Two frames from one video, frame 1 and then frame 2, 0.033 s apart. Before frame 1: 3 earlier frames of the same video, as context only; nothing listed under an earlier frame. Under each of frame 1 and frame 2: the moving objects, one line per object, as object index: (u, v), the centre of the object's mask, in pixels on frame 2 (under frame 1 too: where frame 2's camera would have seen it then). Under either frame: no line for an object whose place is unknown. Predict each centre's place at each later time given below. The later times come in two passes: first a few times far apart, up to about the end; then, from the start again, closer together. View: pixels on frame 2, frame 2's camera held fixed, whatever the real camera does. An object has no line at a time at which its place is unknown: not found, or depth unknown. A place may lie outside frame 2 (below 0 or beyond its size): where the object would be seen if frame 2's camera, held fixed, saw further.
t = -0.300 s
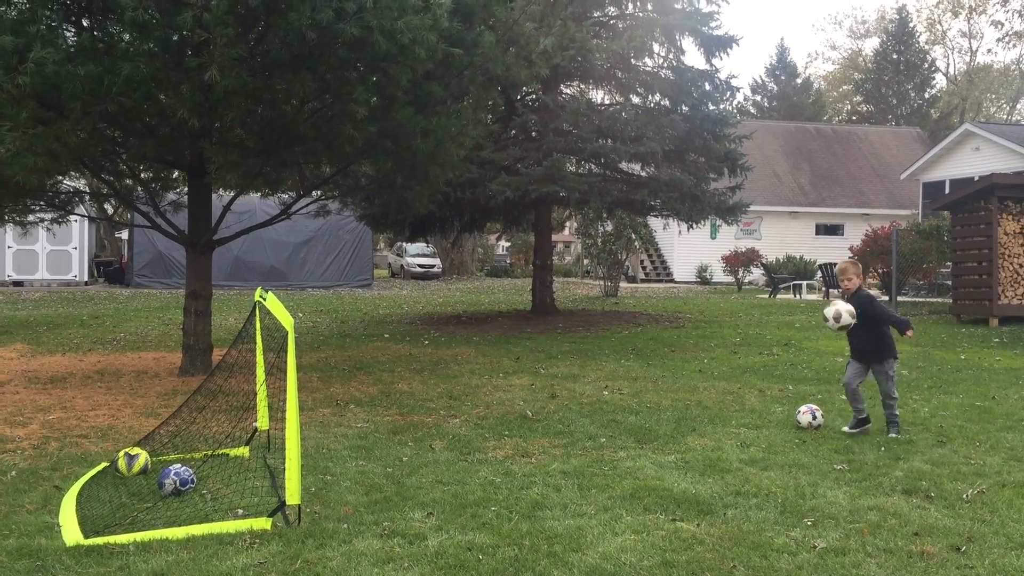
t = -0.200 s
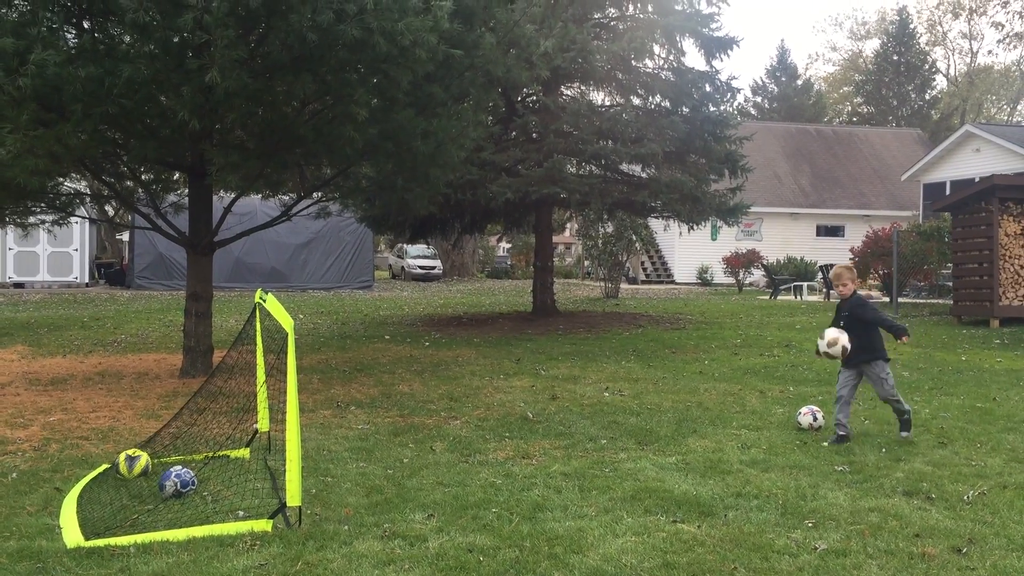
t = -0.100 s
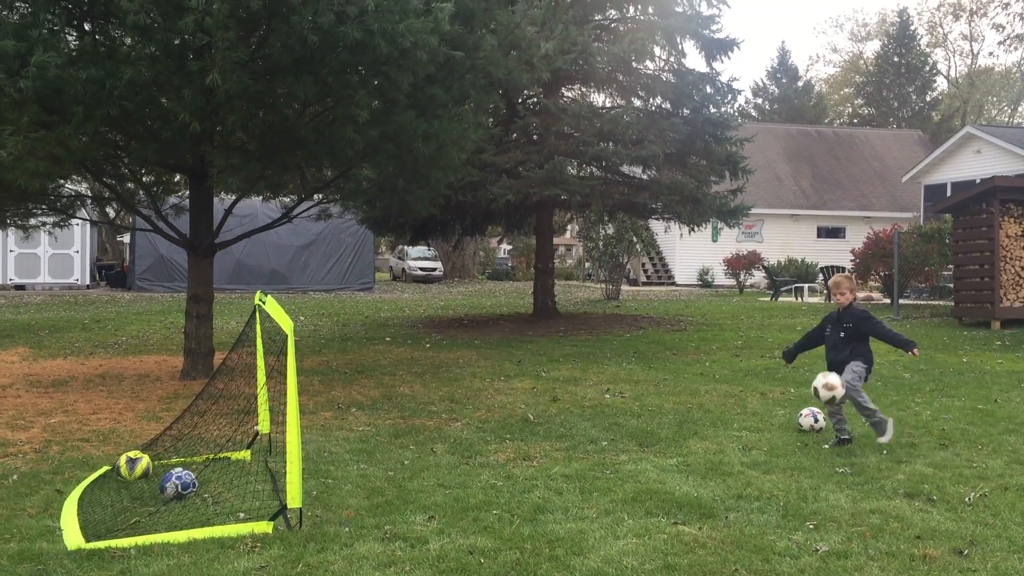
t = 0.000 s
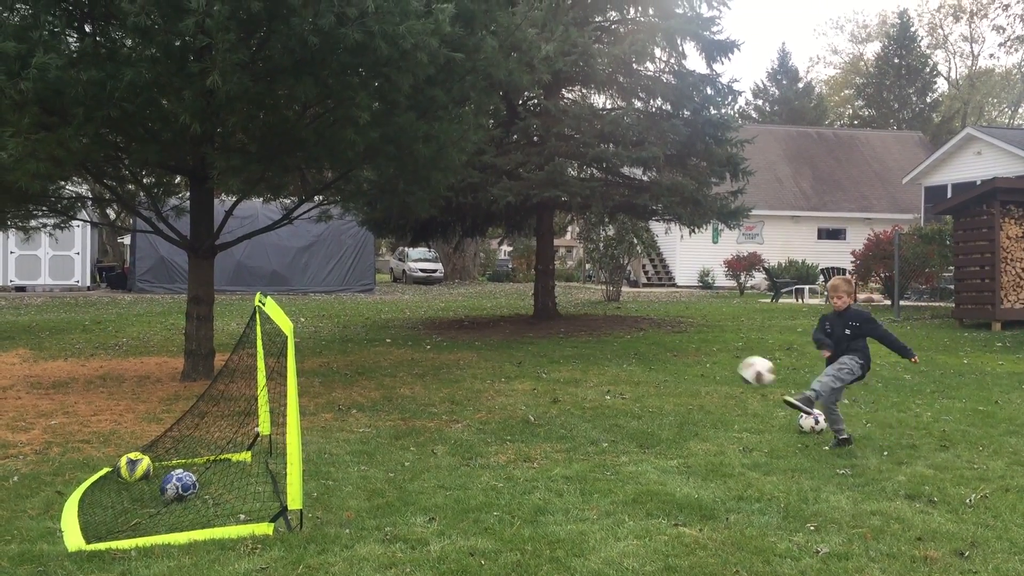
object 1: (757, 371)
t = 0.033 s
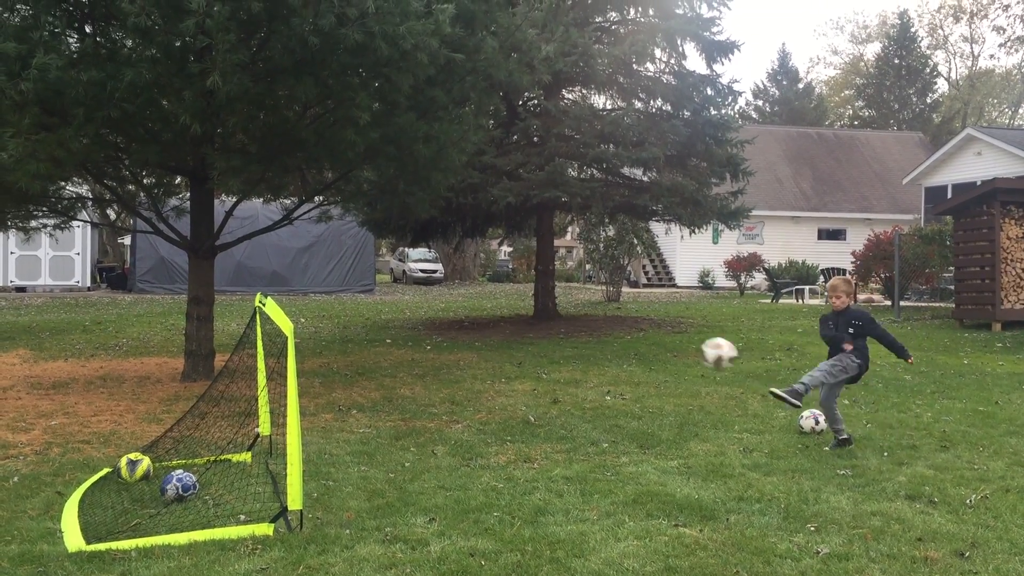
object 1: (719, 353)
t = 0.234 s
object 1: (474, 270)
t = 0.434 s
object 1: (205, 248)
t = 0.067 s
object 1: (680, 335)
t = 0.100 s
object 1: (639, 319)
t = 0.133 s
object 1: (599, 305)
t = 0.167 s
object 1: (558, 292)
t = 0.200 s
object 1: (517, 279)
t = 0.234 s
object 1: (474, 270)
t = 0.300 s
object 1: (389, 256)
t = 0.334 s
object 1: (345, 252)
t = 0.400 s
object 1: (252, 247)
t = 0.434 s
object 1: (205, 248)
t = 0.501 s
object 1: (110, 255)
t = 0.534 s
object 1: (59, 262)
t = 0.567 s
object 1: (16, 271)
